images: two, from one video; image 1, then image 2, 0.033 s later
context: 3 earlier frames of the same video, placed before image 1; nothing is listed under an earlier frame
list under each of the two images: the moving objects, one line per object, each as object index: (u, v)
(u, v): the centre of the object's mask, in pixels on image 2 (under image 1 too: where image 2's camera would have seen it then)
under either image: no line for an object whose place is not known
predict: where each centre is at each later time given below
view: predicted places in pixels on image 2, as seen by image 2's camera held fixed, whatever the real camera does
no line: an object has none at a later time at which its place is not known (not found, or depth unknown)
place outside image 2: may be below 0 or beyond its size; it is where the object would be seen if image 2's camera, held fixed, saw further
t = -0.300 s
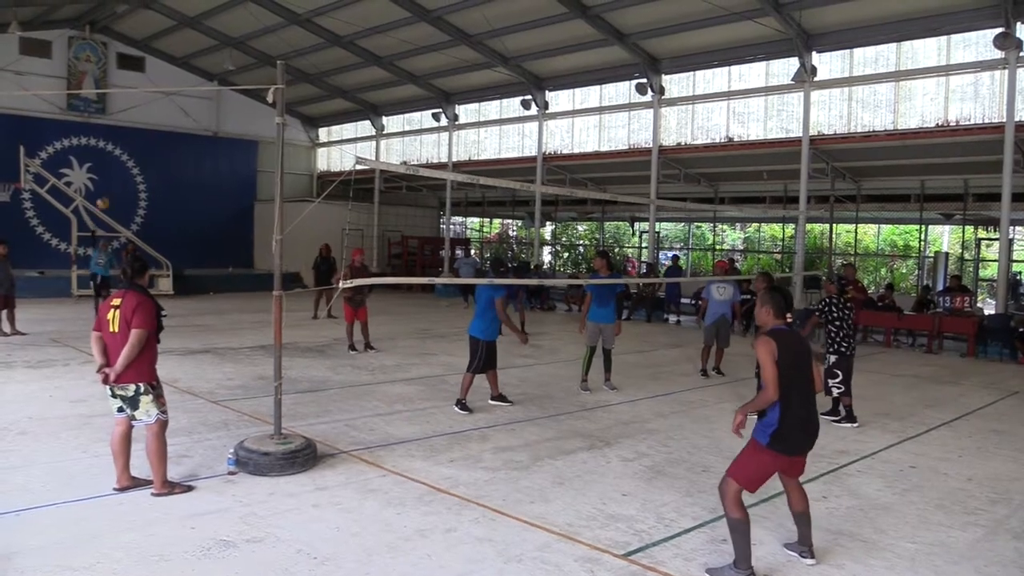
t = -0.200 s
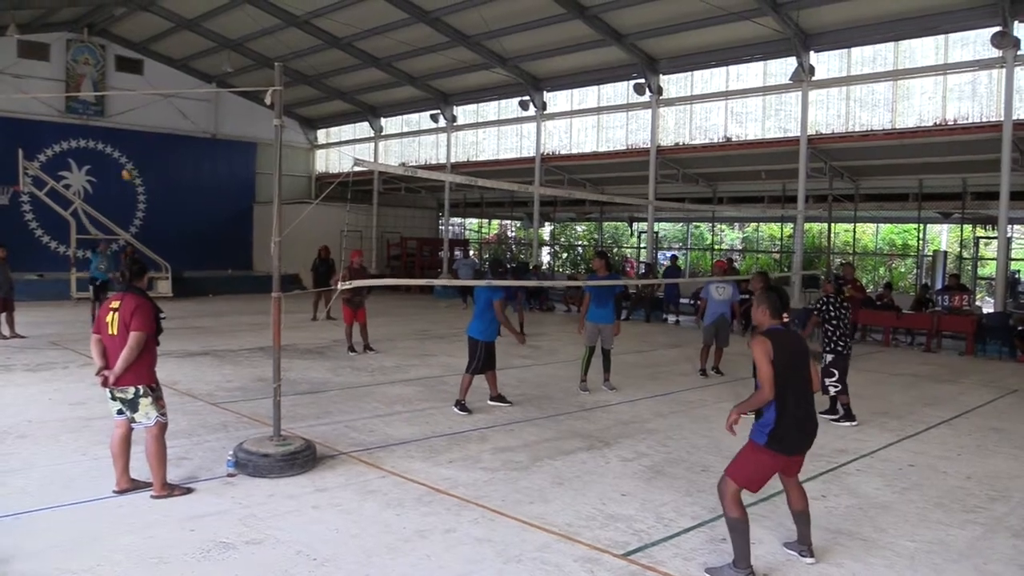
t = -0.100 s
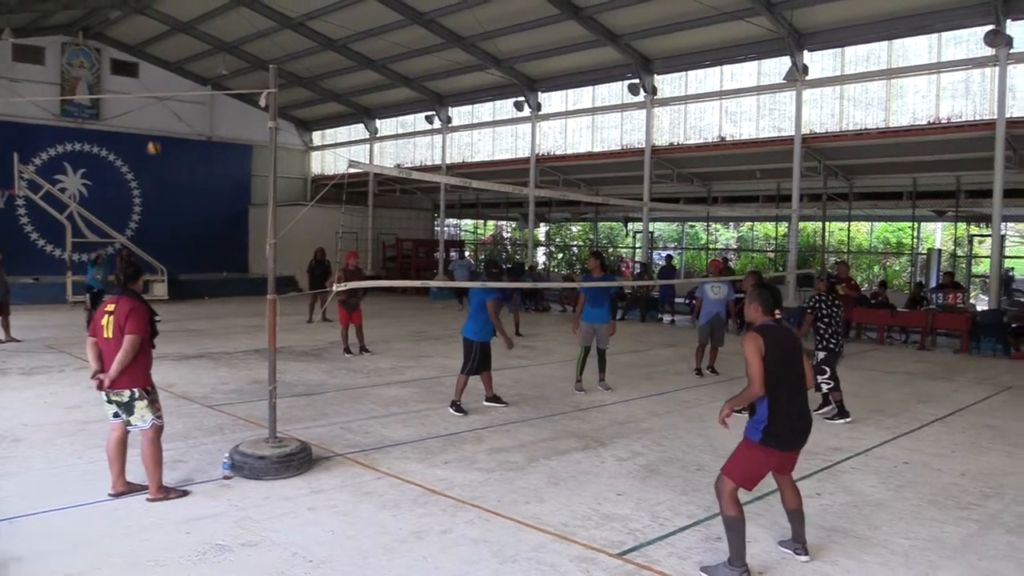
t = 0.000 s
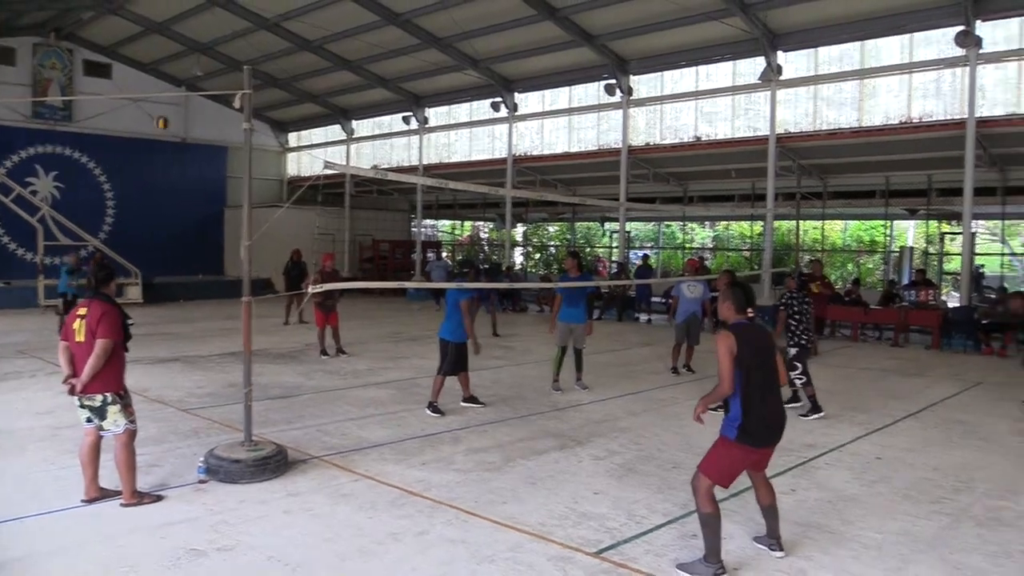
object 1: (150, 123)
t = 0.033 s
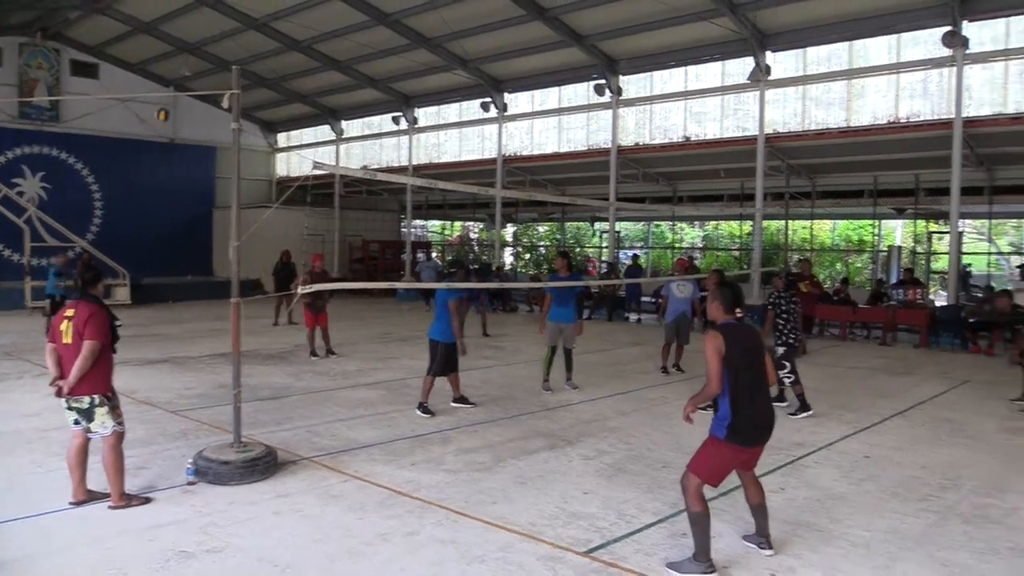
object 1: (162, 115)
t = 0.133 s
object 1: (202, 93)
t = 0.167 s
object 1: (213, 86)
